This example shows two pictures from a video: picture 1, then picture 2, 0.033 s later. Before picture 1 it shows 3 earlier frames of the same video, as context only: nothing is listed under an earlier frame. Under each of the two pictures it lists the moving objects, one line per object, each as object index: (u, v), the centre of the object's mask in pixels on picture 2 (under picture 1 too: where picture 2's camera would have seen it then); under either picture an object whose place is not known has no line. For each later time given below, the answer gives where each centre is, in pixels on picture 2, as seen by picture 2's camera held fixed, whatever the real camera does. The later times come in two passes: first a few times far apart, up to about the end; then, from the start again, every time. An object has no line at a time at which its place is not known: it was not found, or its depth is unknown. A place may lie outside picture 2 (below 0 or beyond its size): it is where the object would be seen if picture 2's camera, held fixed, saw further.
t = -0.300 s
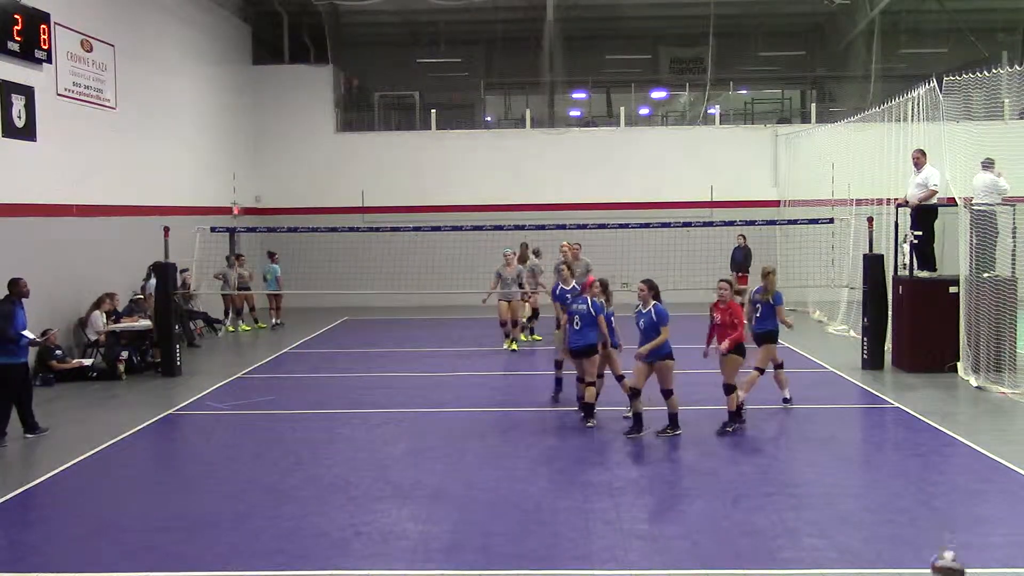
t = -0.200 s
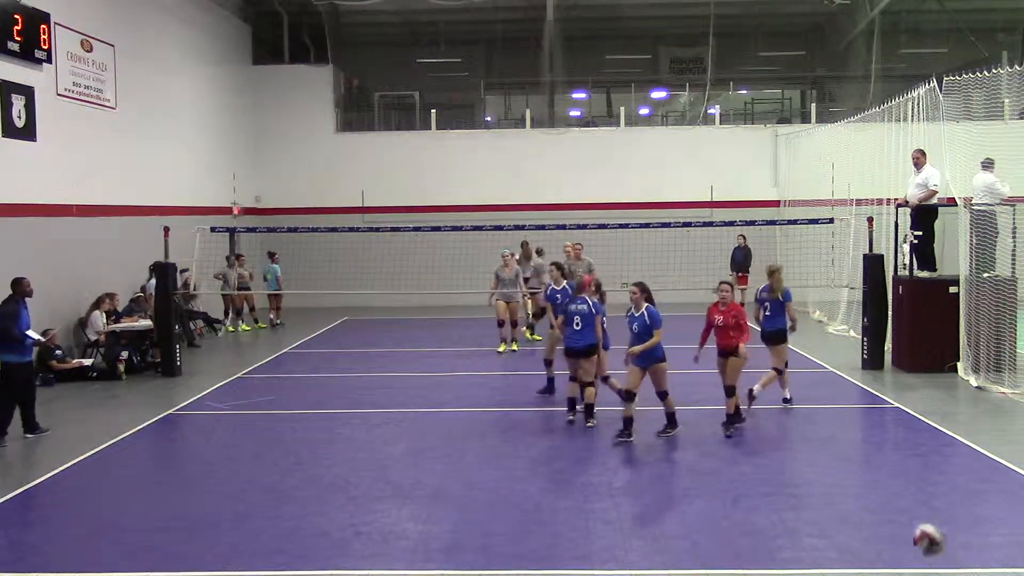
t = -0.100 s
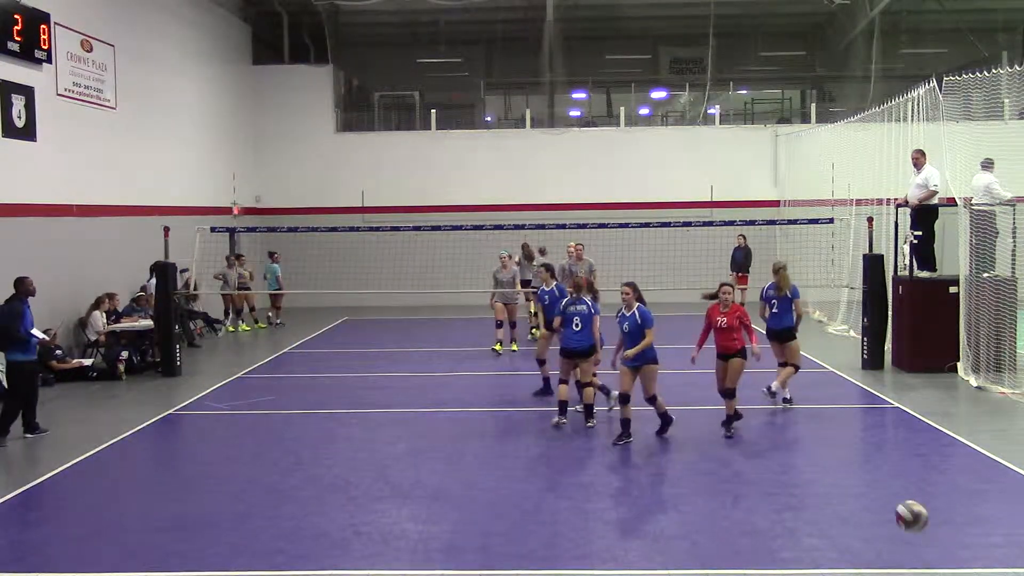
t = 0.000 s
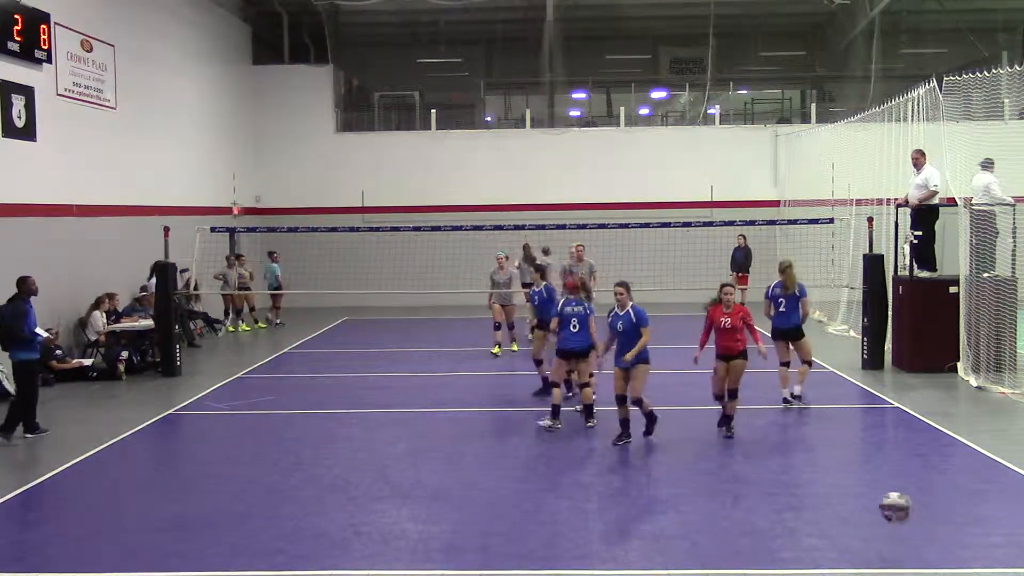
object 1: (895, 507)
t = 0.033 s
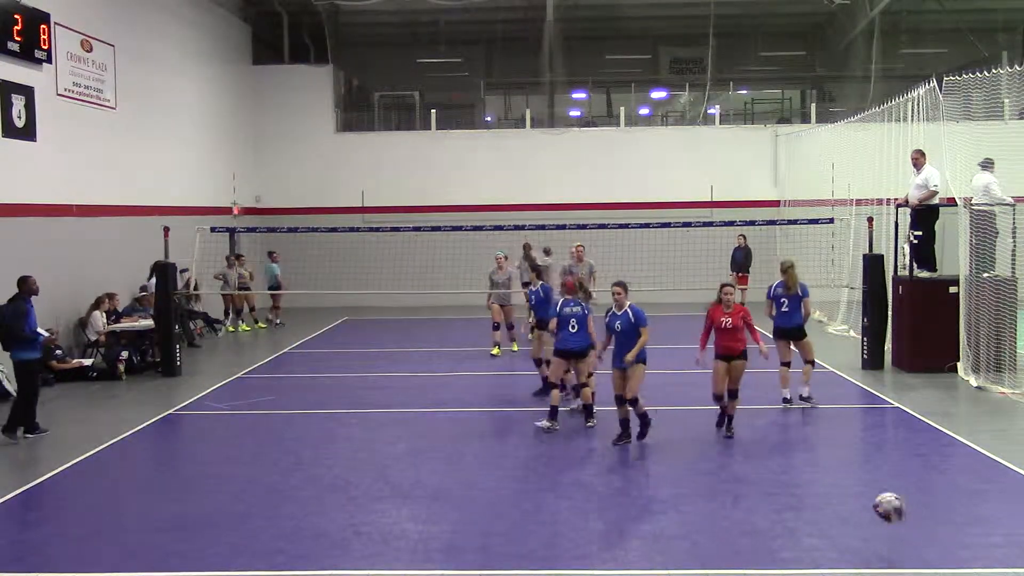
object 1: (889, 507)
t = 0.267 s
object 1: (855, 505)
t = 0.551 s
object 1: (817, 500)
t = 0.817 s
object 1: (790, 476)
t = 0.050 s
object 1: (887, 508)
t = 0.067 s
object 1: (884, 509)
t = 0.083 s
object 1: (882, 511)
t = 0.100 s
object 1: (879, 511)
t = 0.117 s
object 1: (876, 514)
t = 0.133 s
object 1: (874, 517)
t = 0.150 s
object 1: (872, 520)
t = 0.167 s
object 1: (869, 523)
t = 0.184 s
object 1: (867, 527)
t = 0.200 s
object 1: (864, 525)
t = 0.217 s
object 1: (862, 518)
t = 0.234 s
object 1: (859, 513)
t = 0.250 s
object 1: (856, 509)
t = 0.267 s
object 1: (855, 505)
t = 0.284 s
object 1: (853, 503)
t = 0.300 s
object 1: (850, 498)
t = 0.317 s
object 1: (847, 497)
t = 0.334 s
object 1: (845, 495)
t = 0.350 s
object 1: (843, 493)
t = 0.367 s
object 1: (841, 491)
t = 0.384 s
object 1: (839, 490)
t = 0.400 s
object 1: (837, 490)
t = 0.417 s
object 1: (833, 490)
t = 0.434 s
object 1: (832, 489)
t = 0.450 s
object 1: (830, 489)
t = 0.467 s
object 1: (828, 490)
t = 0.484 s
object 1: (826, 491)
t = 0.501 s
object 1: (825, 492)
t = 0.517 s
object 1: (822, 494)
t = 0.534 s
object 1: (820, 496)
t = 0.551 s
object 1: (817, 500)
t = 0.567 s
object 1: (816, 497)
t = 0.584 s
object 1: (814, 492)
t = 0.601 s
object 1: (812, 489)
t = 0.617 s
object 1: (810, 486)
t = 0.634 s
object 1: (808, 483)
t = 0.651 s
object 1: (807, 481)
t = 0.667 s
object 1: (805, 479)
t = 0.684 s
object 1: (803, 477)
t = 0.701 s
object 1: (802, 476)
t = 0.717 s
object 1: (799, 475)
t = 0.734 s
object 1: (797, 475)
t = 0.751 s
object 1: (796, 475)
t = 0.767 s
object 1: (794, 475)
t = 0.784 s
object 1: (792, 476)
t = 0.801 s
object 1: (791, 476)
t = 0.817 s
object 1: (790, 476)
